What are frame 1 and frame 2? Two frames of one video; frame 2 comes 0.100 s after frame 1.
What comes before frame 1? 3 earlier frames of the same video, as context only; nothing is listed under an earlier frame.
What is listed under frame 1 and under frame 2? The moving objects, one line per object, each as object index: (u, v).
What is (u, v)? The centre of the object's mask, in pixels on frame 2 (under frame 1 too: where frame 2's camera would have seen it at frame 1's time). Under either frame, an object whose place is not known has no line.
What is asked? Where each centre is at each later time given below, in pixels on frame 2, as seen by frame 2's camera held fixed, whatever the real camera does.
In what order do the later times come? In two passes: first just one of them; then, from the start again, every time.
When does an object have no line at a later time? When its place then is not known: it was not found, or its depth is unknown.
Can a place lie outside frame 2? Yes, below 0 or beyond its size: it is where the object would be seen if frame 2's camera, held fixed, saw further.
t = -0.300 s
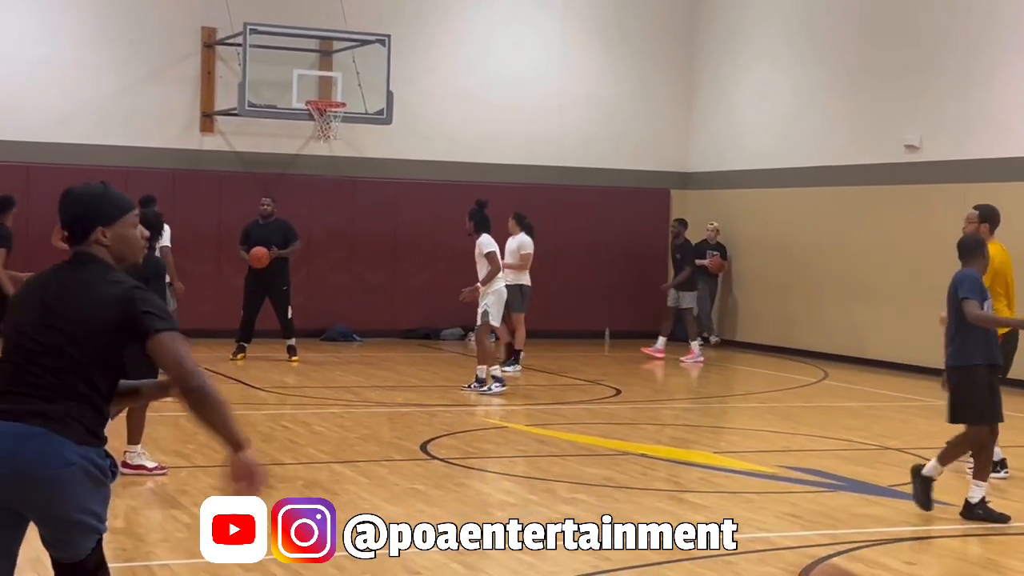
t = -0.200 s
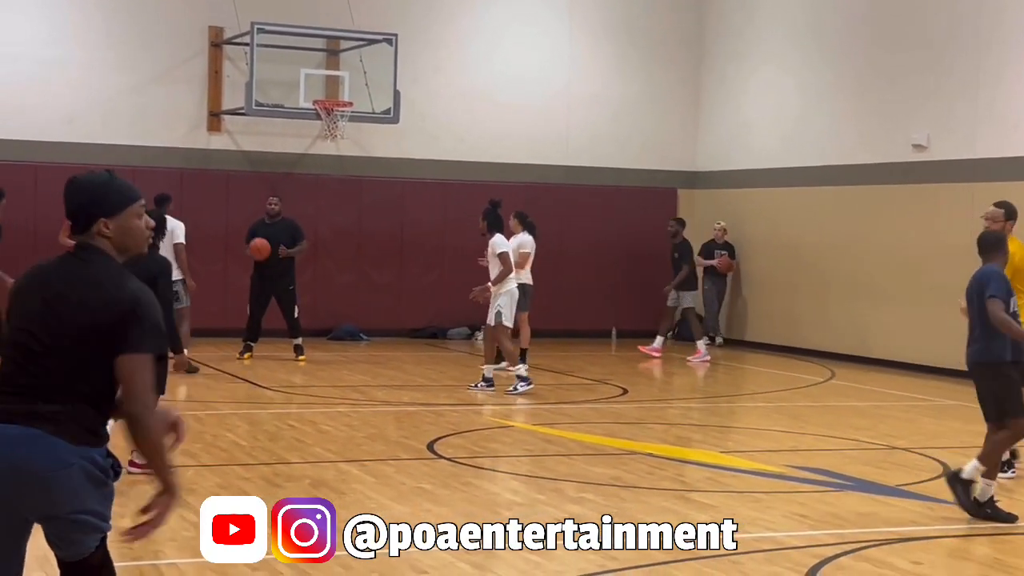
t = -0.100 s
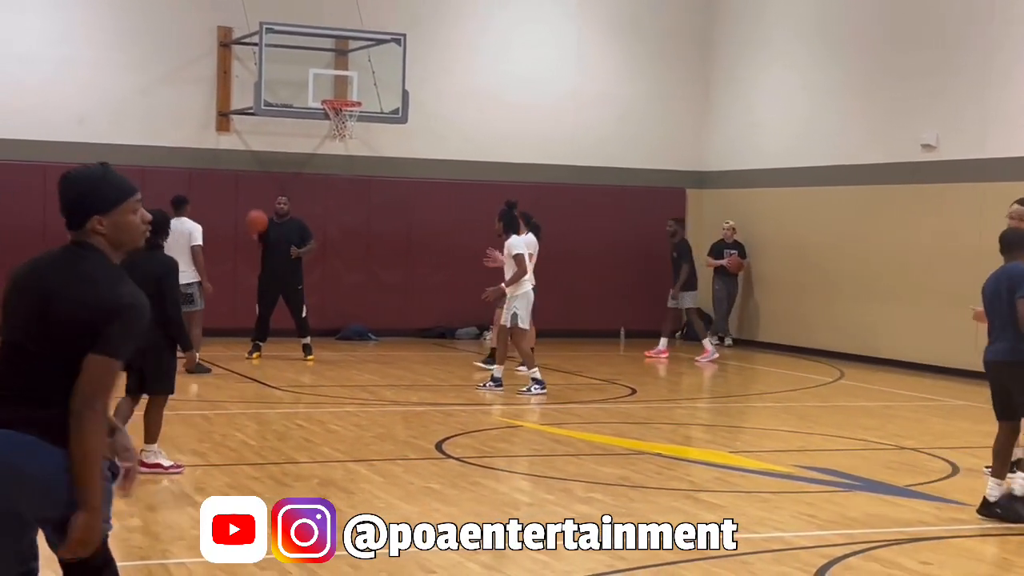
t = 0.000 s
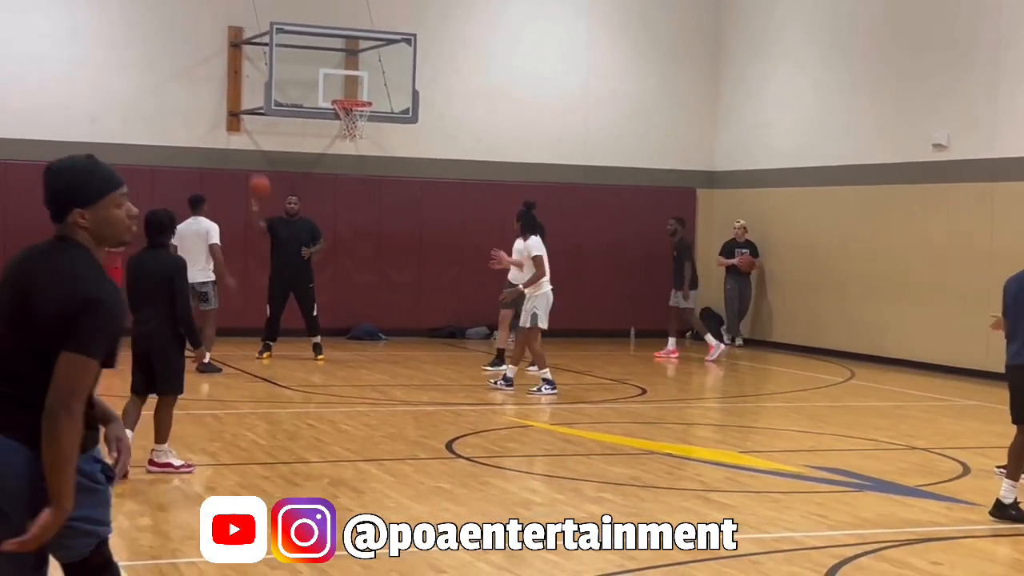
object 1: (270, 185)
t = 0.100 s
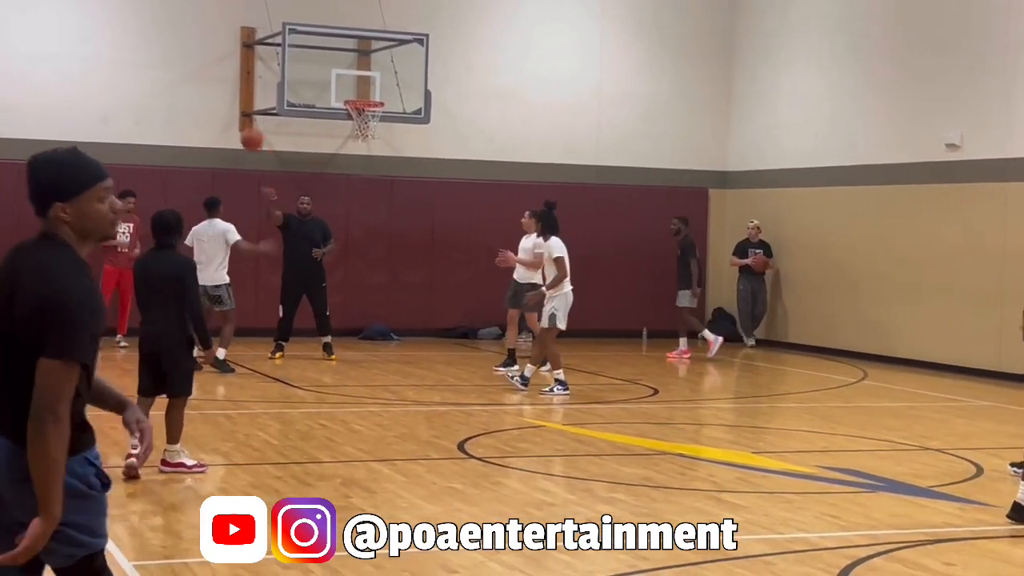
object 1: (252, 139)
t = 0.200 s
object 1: (232, 100)
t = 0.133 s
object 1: (246, 126)
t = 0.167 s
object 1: (238, 113)
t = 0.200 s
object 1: (232, 100)
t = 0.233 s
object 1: (226, 88)
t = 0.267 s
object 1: (219, 78)
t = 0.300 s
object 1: (213, 68)
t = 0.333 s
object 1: (206, 59)
